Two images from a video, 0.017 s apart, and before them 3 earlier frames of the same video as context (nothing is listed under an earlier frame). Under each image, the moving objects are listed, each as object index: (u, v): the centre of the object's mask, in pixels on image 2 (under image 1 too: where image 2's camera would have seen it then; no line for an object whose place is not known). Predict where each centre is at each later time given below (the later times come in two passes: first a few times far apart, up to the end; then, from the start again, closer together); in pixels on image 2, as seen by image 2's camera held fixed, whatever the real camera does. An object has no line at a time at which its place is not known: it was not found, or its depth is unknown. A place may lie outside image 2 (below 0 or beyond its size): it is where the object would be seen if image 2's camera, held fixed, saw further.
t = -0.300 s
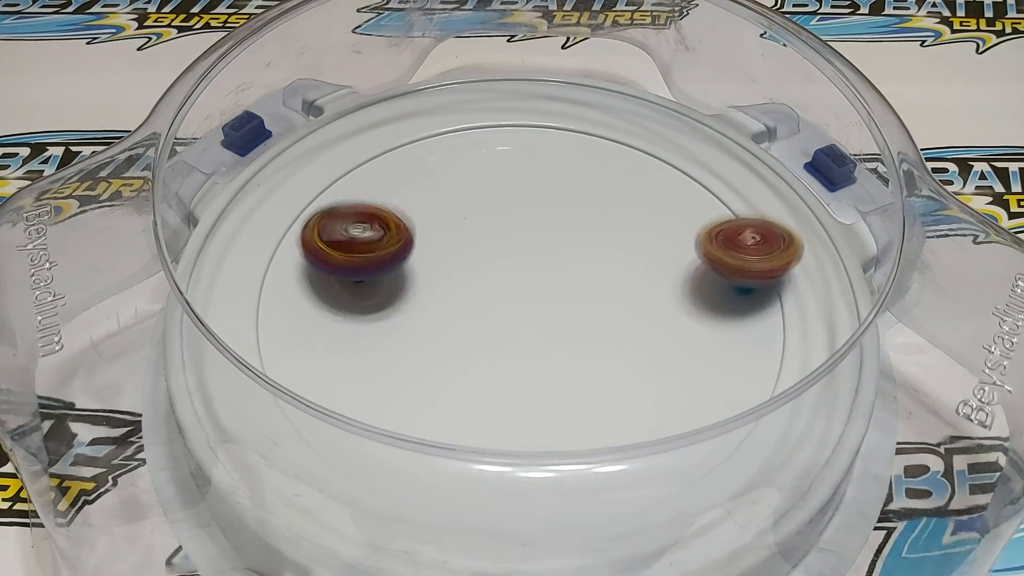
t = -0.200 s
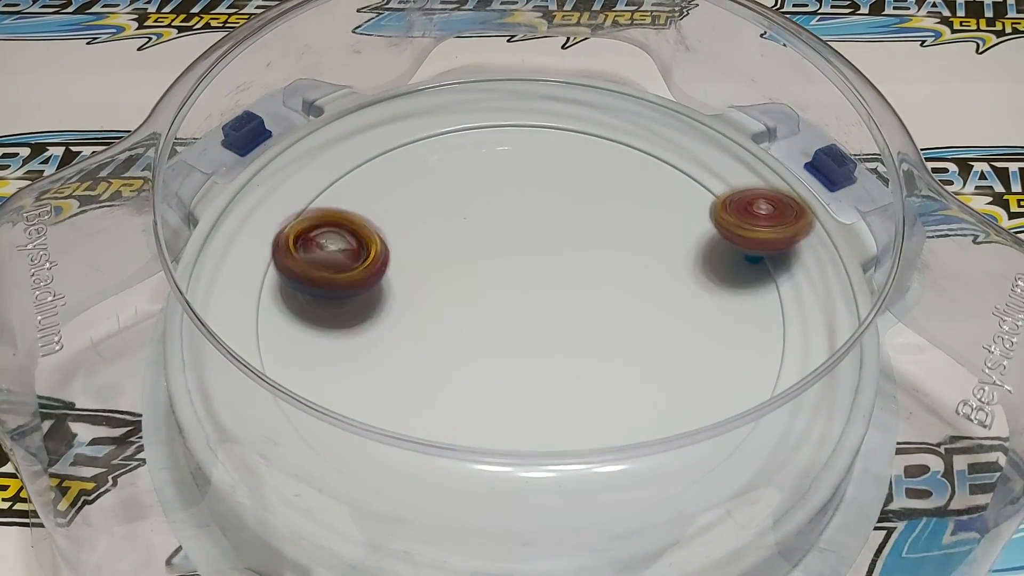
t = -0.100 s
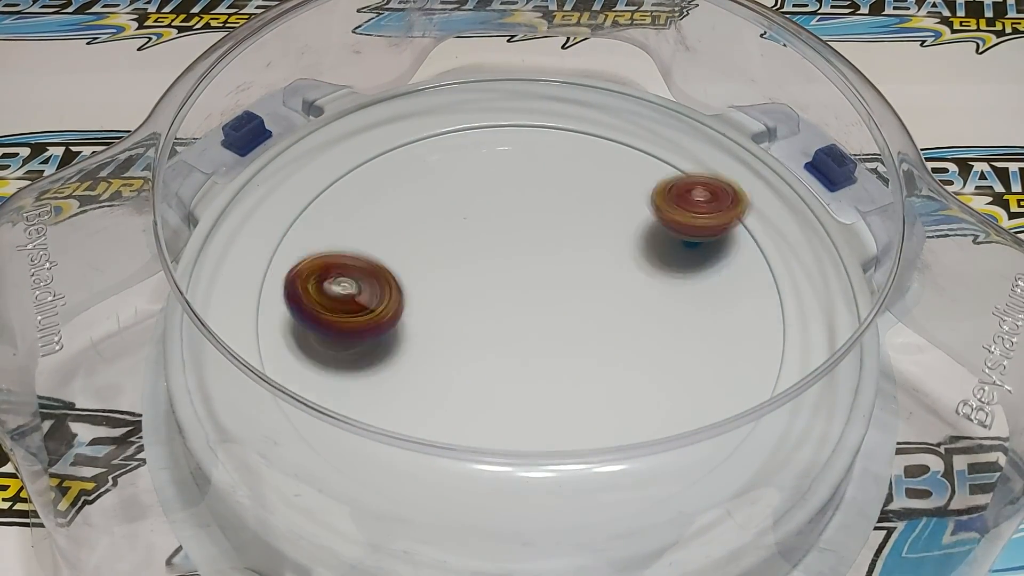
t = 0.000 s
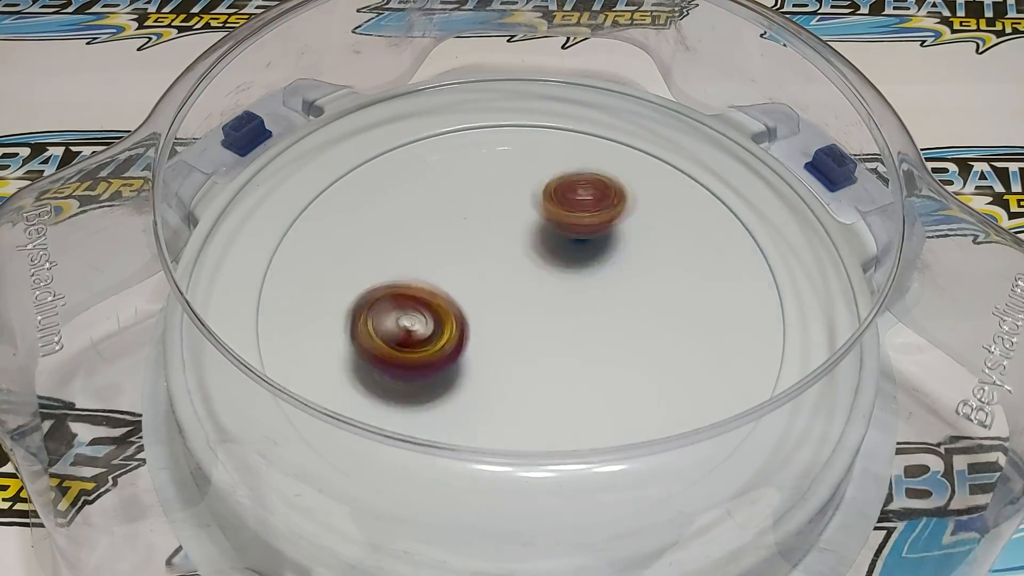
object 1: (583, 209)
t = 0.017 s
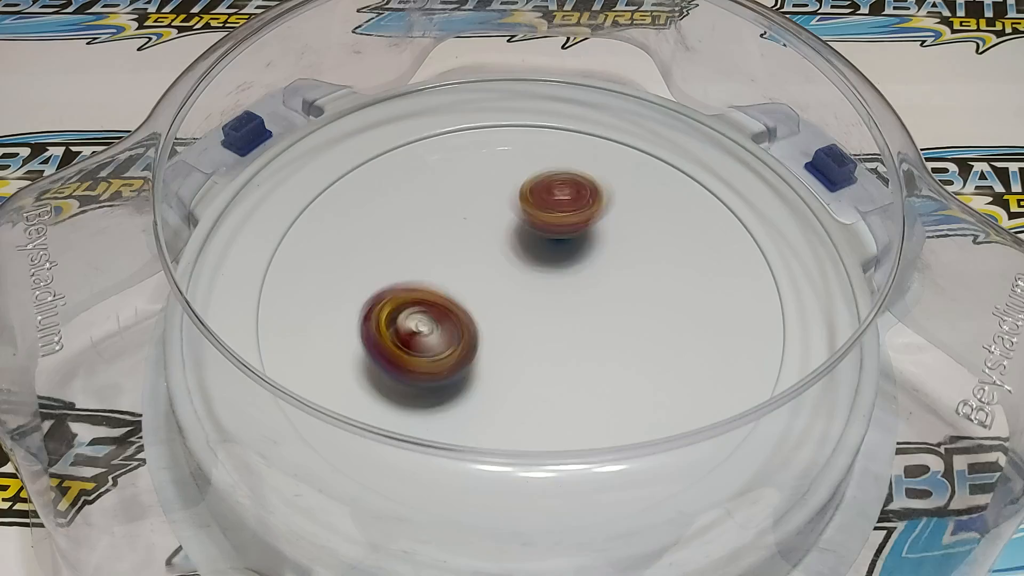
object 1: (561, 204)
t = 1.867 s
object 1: (741, 207)
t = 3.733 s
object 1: (765, 293)
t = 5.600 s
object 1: (716, 436)
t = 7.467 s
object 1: (414, 399)
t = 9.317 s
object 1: (310, 191)
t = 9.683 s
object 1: (509, 438)
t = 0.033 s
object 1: (537, 208)
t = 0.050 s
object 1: (514, 204)
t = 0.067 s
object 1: (490, 204)
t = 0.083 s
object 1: (465, 205)
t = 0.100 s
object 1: (441, 205)
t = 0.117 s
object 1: (416, 208)
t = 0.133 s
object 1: (391, 210)
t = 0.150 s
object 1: (368, 211)
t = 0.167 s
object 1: (345, 215)
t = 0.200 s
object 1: (300, 222)
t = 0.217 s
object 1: (280, 228)
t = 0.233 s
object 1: (264, 235)
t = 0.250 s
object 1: (261, 242)
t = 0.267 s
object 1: (259, 252)
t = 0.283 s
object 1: (258, 269)
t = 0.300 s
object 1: (264, 286)
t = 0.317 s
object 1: (274, 296)
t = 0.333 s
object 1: (285, 314)
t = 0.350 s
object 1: (297, 328)
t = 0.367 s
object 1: (312, 342)
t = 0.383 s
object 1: (328, 354)
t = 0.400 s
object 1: (346, 366)
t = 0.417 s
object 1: (367, 377)
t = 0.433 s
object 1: (386, 386)
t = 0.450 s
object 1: (407, 394)
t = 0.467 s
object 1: (427, 402)
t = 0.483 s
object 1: (449, 407)
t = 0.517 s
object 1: (497, 415)
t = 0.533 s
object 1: (518, 415)
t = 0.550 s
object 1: (541, 414)
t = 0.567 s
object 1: (564, 411)
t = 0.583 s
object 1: (584, 408)
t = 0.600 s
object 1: (603, 401)
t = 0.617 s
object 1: (622, 393)
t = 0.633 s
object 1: (637, 383)
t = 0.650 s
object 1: (652, 370)
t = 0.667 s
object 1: (665, 355)
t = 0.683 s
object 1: (674, 344)
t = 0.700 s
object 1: (682, 329)
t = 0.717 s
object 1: (687, 315)
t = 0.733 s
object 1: (691, 300)
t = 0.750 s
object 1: (693, 284)
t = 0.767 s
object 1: (694, 268)
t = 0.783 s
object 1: (692, 253)
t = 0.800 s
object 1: (689, 238)
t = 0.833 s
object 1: (677, 210)
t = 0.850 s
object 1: (670, 196)
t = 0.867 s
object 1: (662, 183)
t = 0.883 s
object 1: (652, 169)
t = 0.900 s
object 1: (641, 158)
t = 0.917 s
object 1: (630, 147)
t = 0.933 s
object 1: (617, 137)
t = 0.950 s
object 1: (604, 129)
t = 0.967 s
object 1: (591, 117)
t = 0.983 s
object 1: (576, 111)
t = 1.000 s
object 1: (561, 106)
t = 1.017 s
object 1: (546, 101)
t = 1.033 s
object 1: (529, 102)
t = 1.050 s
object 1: (513, 104)
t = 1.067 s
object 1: (497, 105)
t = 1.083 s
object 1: (479, 109)
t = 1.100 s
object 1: (463, 113)
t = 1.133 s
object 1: (428, 122)
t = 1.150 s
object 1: (410, 126)
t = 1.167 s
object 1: (394, 132)
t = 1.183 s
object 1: (377, 140)
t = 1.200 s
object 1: (362, 147)
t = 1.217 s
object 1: (345, 155)
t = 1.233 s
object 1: (329, 163)
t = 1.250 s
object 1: (318, 177)
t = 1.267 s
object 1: (306, 189)
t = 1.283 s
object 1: (296, 205)
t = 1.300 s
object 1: (287, 221)
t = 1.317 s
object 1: (280, 235)
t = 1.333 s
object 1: (274, 254)
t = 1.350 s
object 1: (272, 273)
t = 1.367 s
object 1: (271, 291)
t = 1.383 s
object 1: (274, 310)
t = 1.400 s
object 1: (282, 327)
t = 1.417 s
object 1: (293, 342)
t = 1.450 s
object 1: (317, 385)
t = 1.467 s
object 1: (338, 397)
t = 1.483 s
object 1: (359, 415)
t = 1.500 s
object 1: (382, 426)
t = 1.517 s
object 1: (411, 436)
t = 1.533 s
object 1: (436, 449)
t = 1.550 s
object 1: (469, 456)
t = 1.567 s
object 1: (501, 462)
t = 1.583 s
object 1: (531, 464)
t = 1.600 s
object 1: (565, 460)
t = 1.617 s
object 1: (595, 457)
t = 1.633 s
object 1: (629, 451)
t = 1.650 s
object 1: (658, 441)
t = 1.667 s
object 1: (684, 433)
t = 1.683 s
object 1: (712, 417)
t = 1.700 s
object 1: (735, 397)
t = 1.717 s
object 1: (758, 385)
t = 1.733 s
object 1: (776, 365)
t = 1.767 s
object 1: (784, 323)
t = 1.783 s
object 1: (778, 307)
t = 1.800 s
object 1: (774, 284)
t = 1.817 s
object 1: (766, 265)
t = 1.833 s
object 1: (759, 245)
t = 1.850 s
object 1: (749, 226)
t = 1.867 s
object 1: (741, 207)
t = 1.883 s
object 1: (731, 186)
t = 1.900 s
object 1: (717, 171)
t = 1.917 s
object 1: (695, 160)
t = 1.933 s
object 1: (673, 154)
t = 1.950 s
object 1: (652, 143)
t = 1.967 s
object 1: (629, 134)
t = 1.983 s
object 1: (609, 126)
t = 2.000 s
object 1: (587, 117)
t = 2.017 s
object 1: (568, 111)
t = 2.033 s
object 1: (545, 105)
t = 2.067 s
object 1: (499, 108)
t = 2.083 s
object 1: (477, 111)
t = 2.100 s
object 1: (454, 114)
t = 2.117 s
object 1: (432, 119)
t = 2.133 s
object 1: (412, 126)
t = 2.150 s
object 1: (391, 132)
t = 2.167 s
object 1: (373, 142)
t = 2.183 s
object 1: (355, 152)
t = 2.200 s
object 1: (338, 164)
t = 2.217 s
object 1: (324, 177)
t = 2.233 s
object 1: (309, 191)
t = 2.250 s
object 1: (299, 208)
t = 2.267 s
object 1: (288, 222)
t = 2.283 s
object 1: (280, 242)
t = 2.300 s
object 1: (275, 260)
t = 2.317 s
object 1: (271, 281)
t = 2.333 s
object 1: (270, 301)
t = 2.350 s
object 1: (273, 319)
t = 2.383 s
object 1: (285, 363)
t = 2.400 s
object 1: (296, 387)
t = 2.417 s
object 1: (312, 409)
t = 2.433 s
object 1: (328, 428)
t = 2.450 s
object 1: (350, 447)
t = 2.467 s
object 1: (371, 466)
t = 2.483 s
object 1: (402, 477)
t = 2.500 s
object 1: (433, 488)
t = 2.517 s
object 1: (470, 492)
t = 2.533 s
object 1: (504, 499)
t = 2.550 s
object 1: (542, 496)
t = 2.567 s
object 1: (574, 493)
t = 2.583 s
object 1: (612, 484)
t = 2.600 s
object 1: (642, 478)
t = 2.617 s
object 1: (673, 460)
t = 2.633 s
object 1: (693, 443)
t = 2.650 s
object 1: (719, 416)
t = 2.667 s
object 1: (738, 406)
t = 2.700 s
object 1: (763, 358)
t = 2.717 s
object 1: (767, 340)
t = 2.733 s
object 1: (775, 313)
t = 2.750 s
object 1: (774, 299)
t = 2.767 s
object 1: (771, 276)
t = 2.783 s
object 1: (766, 258)
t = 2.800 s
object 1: (758, 239)
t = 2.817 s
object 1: (750, 216)
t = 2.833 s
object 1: (737, 201)
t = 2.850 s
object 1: (723, 184)
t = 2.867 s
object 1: (707, 171)
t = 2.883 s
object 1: (691, 162)
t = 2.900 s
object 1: (675, 147)
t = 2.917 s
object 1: (655, 136)
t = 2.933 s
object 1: (637, 130)
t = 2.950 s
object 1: (617, 120)
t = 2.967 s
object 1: (598, 117)
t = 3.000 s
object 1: (556, 107)
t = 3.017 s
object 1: (536, 107)
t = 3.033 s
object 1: (514, 106)
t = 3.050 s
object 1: (494, 107)
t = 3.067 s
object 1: (472, 110)
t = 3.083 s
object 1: (452, 111)
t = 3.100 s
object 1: (430, 116)
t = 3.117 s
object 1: (411, 123)
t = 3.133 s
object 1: (391, 129)
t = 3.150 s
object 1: (370, 139)
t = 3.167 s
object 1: (351, 149)
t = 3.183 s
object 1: (333, 160)
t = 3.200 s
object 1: (315, 172)
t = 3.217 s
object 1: (297, 186)
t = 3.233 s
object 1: (282, 201)
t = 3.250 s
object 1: (273, 219)
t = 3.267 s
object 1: (266, 241)
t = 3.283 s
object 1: (261, 262)
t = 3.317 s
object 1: (258, 305)
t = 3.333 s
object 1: (267, 326)
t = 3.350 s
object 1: (277, 358)
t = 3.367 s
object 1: (292, 371)
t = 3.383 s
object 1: (308, 403)
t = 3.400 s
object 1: (327, 422)
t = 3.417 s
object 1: (347, 442)
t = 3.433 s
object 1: (377, 457)
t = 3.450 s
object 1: (407, 467)
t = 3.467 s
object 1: (439, 478)
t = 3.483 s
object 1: (473, 482)
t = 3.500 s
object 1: (505, 488)
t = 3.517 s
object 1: (539, 492)
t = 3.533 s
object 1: (573, 488)
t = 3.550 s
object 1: (603, 482)
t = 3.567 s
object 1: (631, 471)
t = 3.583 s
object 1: (660, 456)
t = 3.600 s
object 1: (681, 445)
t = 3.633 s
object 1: (722, 408)
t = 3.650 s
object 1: (730, 379)
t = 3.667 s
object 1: (745, 364)
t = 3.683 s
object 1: (758, 349)
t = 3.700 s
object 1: (761, 333)
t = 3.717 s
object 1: (764, 311)
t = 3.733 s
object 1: (765, 293)
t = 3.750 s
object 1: (761, 276)
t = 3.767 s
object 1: (756, 257)
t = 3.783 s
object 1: (750, 240)
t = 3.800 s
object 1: (740, 224)
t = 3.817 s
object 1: (729, 207)
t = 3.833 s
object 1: (716, 192)
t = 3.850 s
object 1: (701, 179)
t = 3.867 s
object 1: (685, 166)
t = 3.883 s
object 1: (670, 154)
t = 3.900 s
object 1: (651, 144)
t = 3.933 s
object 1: (613, 123)
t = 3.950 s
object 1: (592, 119)
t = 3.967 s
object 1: (571, 112)
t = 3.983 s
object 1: (551, 102)
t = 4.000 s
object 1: (528, 101)
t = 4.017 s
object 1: (506, 98)
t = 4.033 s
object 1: (484, 104)
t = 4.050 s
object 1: (462, 107)
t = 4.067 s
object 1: (438, 111)
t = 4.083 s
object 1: (417, 116)
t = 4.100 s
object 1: (397, 123)
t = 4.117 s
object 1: (376, 133)
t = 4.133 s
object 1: (358, 143)
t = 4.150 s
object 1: (340, 154)
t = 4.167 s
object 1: (325, 167)
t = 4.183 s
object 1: (311, 183)
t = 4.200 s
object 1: (297, 197)
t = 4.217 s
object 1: (286, 214)
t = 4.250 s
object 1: (274, 250)
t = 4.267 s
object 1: (270, 270)
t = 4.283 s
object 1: (266, 288)
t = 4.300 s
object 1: (266, 308)
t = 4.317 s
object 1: (273, 326)
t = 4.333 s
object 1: (280, 343)
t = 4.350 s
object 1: (292, 365)
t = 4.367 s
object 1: (306, 384)
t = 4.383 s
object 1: (322, 400)
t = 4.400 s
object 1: (346, 422)
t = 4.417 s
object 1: (367, 435)
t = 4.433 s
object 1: (389, 452)
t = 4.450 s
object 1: (418, 460)
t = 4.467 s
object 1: (448, 464)
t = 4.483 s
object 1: (476, 472)
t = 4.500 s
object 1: (506, 473)
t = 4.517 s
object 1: (537, 469)
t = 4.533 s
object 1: (566, 464)
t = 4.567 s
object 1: (621, 448)
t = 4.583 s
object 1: (648, 434)
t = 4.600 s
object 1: (670, 422)
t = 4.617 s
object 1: (688, 407)
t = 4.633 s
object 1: (708, 379)
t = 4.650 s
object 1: (726, 366)
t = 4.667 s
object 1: (738, 352)
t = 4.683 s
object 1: (746, 332)
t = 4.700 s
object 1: (753, 311)
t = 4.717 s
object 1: (760, 292)
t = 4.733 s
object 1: (762, 273)
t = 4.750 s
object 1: (761, 254)
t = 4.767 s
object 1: (759, 234)
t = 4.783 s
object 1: (757, 211)
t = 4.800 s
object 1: (750, 197)
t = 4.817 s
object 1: (732, 183)
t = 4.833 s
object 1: (711, 174)
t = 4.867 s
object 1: (675, 153)
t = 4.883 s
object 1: (654, 143)
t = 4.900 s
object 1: (635, 134)
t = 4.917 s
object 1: (617, 121)
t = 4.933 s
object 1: (598, 115)
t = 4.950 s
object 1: (580, 108)
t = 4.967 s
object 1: (558, 107)
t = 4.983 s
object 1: (538, 107)
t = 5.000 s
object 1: (517, 107)
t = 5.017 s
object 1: (497, 109)
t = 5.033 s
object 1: (477, 109)
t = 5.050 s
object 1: (457, 111)
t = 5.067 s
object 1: (438, 116)
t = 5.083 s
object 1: (419, 120)
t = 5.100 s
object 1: (401, 125)
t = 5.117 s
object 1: (384, 132)
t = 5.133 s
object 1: (367, 141)
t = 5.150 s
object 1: (353, 151)
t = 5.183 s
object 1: (326, 173)
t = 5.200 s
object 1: (316, 187)
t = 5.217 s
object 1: (308, 200)
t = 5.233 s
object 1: (300, 217)
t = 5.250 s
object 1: (296, 234)
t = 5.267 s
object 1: (294, 252)
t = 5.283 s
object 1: (295, 271)
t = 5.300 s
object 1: (298, 290)
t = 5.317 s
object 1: (303, 310)
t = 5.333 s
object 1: (312, 330)
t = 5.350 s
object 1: (327, 348)
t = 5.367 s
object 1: (342, 364)
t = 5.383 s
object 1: (360, 378)
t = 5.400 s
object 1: (381, 389)
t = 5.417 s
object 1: (403, 418)
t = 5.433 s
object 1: (429, 429)
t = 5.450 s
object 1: (454, 444)
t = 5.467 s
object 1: (482, 455)
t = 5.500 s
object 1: (544, 466)
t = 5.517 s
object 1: (577, 465)
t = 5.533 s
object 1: (605, 466)
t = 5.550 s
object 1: (635, 466)
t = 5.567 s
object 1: (664, 460)
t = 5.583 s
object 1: (692, 450)
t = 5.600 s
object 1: (716, 436)
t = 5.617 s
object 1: (726, 418)
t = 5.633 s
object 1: (735, 401)
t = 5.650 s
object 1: (740, 376)
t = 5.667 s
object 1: (750, 357)
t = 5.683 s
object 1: (757, 338)
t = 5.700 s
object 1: (760, 322)
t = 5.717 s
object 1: (762, 304)
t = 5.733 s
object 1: (761, 288)
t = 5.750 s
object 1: (761, 271)
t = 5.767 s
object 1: (759, 253)
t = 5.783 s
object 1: (758, 232)
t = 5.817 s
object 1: (744, 205)
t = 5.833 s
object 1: (733, 190)
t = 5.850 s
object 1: (719, 178)
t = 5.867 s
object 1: (705, 168)
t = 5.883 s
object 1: (688, 159)
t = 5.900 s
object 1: (672, 155)
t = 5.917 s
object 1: (654, 145)
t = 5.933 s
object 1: (634, 139)
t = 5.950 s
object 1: (614, 137)
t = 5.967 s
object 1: (594, 133)
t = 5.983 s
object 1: (574, 134)
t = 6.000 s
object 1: (554, 134)
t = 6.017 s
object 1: (534, 136)
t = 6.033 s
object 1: (512, 137)
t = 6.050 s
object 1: (491, 141)
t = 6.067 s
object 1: (472, 148)
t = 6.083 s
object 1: (452, 152)
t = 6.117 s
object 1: (414, 169)
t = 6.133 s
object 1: (395, 179)
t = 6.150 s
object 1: (378, 191)
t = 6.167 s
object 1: (362, 202)
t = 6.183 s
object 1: (348, 216)
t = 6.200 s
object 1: (334, 228)
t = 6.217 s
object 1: (321, 244)
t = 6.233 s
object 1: (311, 260)
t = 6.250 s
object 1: (301, 278)
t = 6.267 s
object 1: (295, 296)
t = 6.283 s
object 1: (289, 314)
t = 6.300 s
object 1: (289, 331)
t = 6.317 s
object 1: (293, 344)
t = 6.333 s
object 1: (289, 366)
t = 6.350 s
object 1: (294, 396)
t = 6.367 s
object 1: (307, 412)
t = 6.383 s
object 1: (329, 425)
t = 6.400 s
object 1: (351, 435)
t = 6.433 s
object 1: (395, 462)
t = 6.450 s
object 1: (419, 470)
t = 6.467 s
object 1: (446, 477)
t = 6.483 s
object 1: (473, 483)
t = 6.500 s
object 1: (499, 487)
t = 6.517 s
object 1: (528, 487)
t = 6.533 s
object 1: (556, 486)
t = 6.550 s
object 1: (582, 484)
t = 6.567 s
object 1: (607, 479)
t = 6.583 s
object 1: (631, 470)
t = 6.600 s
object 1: (650, 459)
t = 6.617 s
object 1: (671, 446)
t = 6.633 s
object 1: (687, 430)
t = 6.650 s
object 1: (701, 415)
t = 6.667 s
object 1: (716, 391)
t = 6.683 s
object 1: (723, 373)
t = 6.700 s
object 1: (730, 358)
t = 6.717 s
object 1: (730, 343)
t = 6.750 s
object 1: (728, 305)
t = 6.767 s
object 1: (725, 288)
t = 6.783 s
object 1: (719, 271)
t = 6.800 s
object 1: (711, 255)
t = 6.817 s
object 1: (702, 240)
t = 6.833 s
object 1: (691, 225)
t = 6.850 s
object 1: (678, 211)
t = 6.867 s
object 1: (664, 198)
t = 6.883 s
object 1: (649, 181)
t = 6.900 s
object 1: (633, 173)
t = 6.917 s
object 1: (618, 159)
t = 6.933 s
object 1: (601, 153)
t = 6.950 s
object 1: (584, 144)
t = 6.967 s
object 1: (566, 134)
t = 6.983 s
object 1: (549, 130)
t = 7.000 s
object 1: (529, 124)
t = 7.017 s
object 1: (510, 121)
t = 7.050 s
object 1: (472, 116)
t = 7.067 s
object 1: (454, 114)
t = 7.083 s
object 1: (434, 113)
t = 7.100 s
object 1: (417, 115)
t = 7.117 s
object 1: (403, 121)
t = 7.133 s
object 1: (389, 131)
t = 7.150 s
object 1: (375, 141)
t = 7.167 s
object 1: (362, 151)
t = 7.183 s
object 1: (350, 165)
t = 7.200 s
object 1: (337, 176)
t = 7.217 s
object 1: (327, 189)
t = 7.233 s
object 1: (316, 202)
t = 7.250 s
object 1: (307, 216)
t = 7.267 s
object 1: (299, 230)
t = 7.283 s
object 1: (293, 246)
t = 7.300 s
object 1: (291, 262)
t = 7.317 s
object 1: (288, 278)
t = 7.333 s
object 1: (291, 294)
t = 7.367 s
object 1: (303, 328)
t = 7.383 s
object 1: (313, 343)
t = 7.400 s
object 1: (329, 357)
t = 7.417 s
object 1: (349, 369)
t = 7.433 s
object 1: (369, 381)
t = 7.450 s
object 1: (392, 391)
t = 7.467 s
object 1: (414, 399)
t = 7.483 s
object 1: (438, 406)
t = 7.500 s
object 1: (461, 411)
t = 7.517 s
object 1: (487, 414)
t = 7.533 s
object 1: (511, 418)
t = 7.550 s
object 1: (538, 415)
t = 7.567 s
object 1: (563, 412)
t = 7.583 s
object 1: (590, 408)
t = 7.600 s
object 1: (616, 402)
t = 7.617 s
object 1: (639, 395)
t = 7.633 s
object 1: (662, 385)
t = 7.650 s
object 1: (680, 375)
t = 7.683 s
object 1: (710, 349)
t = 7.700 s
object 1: (723, 335)
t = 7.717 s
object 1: (732, 320)
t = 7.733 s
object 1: (740, 305)
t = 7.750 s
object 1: (744, 289)
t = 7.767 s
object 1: (748, 273)
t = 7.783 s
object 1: (749, 258)
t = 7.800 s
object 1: (749, 243)
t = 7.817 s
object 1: (745, 227)
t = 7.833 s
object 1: (743, 208)
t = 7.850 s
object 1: (736, 193)
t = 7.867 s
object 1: (730, 181)
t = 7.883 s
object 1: (718, 170)
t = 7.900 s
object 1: (701, 162)
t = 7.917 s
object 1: (685, 159)
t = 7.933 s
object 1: (669, 151)
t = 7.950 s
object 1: (651, 143)
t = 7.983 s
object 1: (618, 131)
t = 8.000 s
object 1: (601, 129)
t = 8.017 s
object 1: (583, 124)
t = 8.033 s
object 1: (565, 123)
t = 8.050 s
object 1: (547, 122)
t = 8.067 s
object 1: (529, 124)
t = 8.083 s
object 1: (512, 126)
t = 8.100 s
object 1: (494, 129)
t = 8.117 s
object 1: (477, 133)
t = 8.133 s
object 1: (460, 139)
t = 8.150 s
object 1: (444, 149)
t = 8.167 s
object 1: (429, 158)
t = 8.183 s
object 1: (416, 167)
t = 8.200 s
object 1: (401, 177)
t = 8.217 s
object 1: (389, 191)
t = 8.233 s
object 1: (378, 203)
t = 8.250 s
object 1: (368, 216)
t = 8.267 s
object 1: (360, 231)
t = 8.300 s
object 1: (349, 262)
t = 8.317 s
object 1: (345, 278)
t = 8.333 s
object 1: (344, 296)
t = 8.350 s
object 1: (345, 313)
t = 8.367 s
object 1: (348, 330)
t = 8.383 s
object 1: (352, 347)
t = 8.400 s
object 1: (361, 364)
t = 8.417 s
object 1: (371, 376)
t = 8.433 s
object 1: (385, 387)
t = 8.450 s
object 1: (402, 397)
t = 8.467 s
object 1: (414, 427)
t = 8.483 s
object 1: (434, 430)
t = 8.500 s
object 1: (454, 442)
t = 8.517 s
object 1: (475, 458)
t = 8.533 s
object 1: (498, 466)
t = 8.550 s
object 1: (522, 471)
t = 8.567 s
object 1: (546, 473)
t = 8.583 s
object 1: (571, 475)
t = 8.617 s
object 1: (622, 466)
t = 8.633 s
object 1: (644, 462)
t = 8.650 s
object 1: (669, 451)
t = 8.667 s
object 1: (688, 442)
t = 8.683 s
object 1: (702, 434)
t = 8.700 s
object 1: (716, 420)
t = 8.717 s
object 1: (730, 407)
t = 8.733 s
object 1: (742, 391)
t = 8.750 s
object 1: (748, 370)
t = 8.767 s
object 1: (754, 355)
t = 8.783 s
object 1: (759, 343)
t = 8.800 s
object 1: (759, 327)
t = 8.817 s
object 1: (758, 308)
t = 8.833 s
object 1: (753, 296)
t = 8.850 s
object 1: (748, 281)
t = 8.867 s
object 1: (741, 267)
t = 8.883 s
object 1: (732, 253)
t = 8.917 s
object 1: (710, 225)
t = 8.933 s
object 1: (697, 214)
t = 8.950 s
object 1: (683, 202)
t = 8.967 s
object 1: (667, 192)
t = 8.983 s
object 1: (651, 180)
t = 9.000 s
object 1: (634, 173)
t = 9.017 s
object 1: (618, 167)
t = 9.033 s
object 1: (600, 160)
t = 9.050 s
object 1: (582, 155)
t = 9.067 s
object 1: (563, 150)
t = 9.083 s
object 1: (545, 143)
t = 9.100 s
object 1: (525, 142)
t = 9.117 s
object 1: (507, 140)
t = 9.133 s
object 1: (488, 139)
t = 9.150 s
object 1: (470, 139)
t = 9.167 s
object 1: (451, 140)
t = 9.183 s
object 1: (433, 142)
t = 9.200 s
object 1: (415, 145)
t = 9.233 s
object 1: (381, 154)
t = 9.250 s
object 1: (365, 159)
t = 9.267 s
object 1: (350, 166)
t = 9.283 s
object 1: (336, 171)
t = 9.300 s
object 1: (322, 181)
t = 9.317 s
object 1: (310, 191)
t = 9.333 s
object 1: (298, 201)
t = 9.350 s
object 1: (288, 213)
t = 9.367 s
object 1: (279, 225)
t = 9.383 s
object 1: (271, 238)
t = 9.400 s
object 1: (265, 252)
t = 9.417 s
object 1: (263, 267)
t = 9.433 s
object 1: (261, 283)
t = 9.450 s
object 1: (263, 300)
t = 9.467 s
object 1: (268, 314)
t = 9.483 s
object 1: (276, 328)
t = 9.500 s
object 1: (284, 340)
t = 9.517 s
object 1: (293, 359)
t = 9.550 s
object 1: (323, 387)
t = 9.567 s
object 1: (341, 399)
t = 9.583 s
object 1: (362, 410)
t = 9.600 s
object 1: (384, 425)
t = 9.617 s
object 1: (408, 427)
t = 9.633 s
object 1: (431, 432)
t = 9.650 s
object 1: (458, 437)
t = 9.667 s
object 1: (484, 438)
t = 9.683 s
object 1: (509, 438)
